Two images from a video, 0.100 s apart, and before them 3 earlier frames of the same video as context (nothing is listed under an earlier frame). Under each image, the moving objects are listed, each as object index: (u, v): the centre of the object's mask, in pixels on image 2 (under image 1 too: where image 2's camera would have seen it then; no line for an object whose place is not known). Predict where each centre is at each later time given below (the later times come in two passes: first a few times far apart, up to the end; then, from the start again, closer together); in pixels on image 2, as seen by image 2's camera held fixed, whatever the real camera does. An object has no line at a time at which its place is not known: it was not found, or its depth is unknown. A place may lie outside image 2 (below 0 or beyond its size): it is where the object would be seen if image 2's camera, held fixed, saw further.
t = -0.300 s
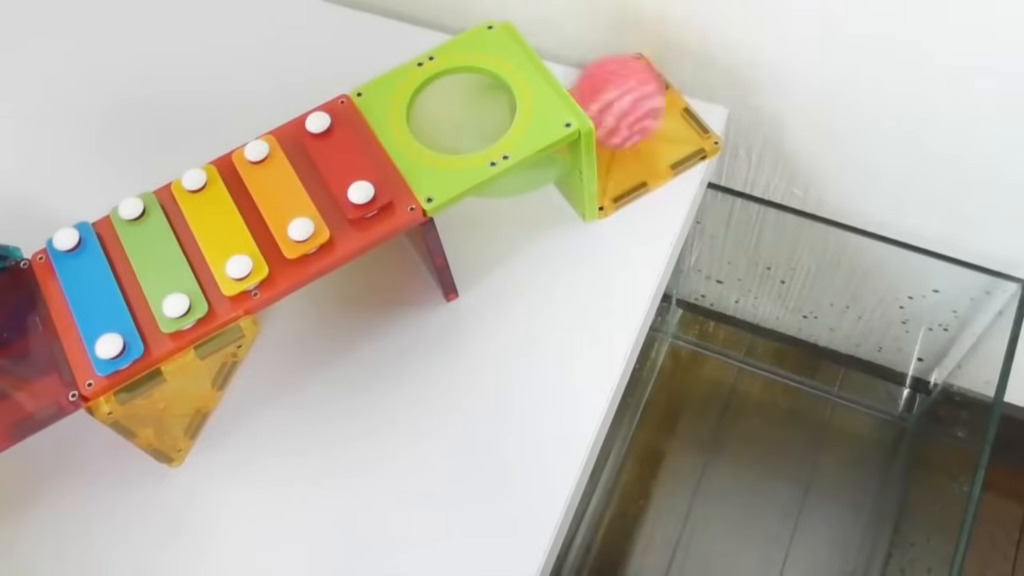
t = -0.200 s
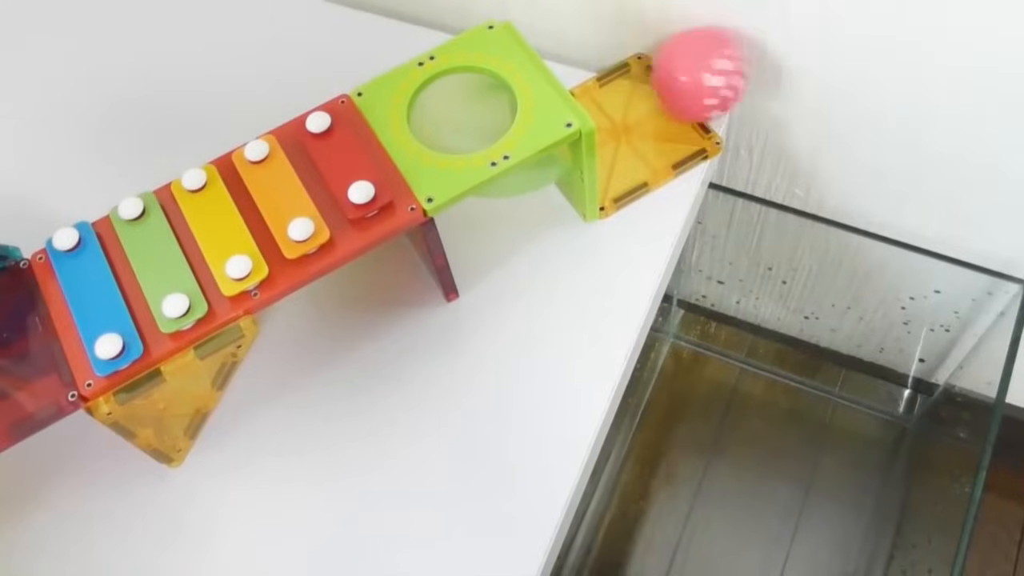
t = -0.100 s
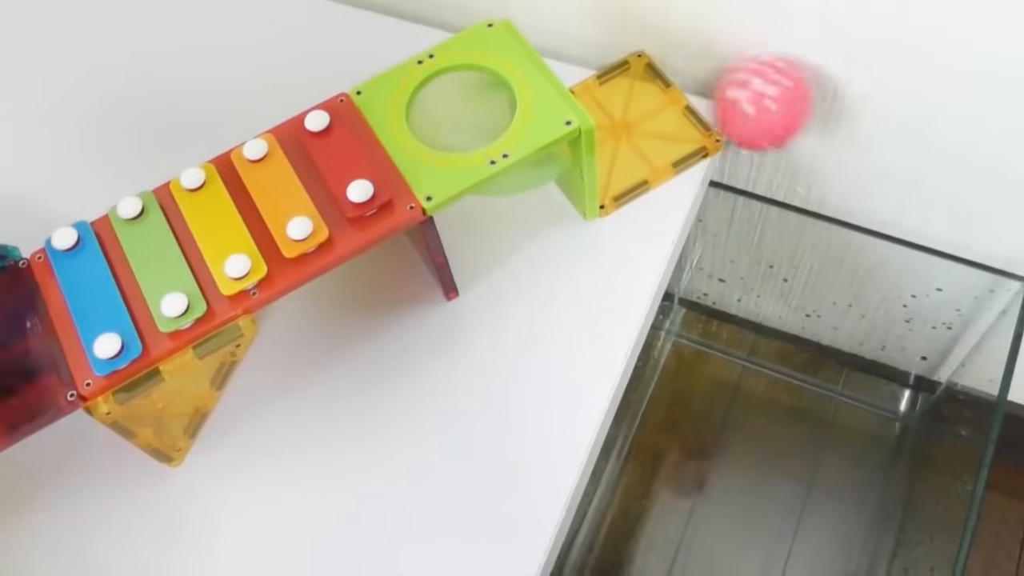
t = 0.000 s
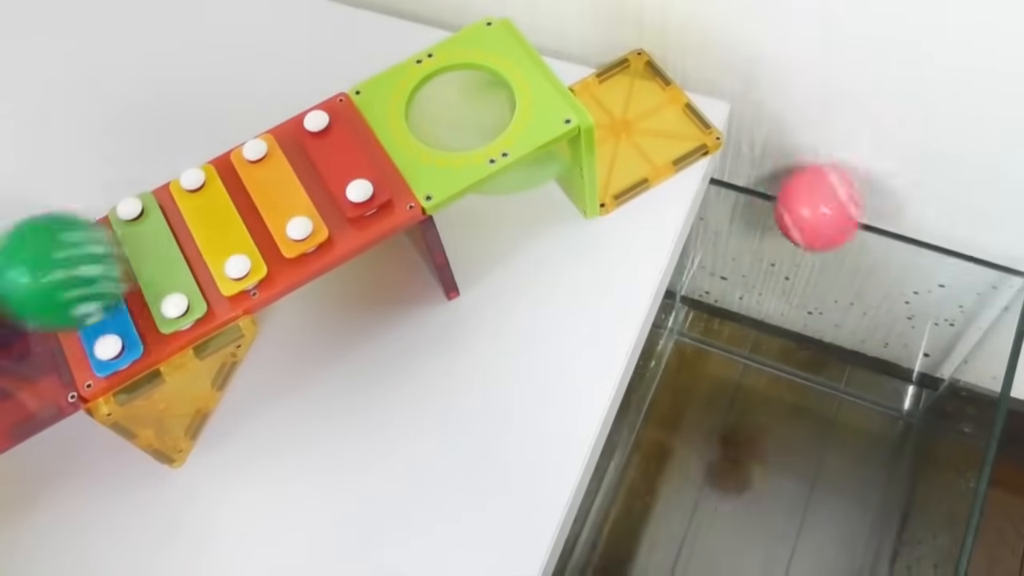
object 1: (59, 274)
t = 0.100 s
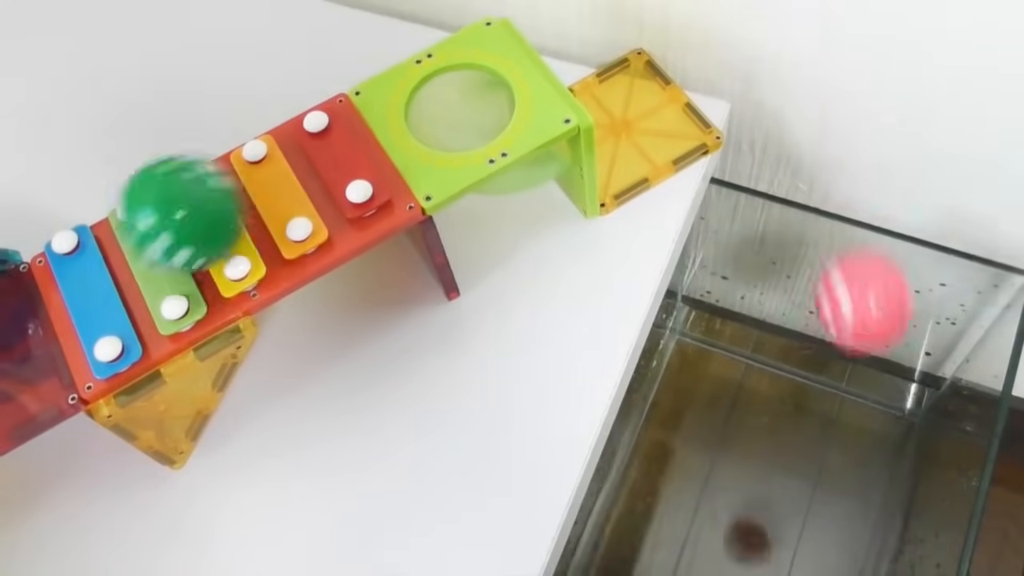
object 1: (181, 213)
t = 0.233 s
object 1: (315, 135)
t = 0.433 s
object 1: (448, 95)
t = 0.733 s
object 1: (606, 104)
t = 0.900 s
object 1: (727, 76)
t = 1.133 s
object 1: (849, 308)
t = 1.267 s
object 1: (853, 557)
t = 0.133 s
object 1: (217, 193)
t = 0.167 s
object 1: (254, 173)
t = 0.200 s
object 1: (286, 155)
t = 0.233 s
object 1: (315, 135)
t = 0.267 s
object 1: (341, 117)
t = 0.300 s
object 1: (371, 104)
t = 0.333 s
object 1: (399, 89)
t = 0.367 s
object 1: (429, 80)
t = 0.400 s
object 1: (460, 93)
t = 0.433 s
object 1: (448, 95)
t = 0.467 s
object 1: (448, 89)
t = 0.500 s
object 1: (459, 99)
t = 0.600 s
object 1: (464, 115)
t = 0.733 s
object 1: (606, 104)
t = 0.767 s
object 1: (627, 96)
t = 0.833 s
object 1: (684, 70)
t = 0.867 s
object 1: (706, 68)
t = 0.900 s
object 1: (727, 76)
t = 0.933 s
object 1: (747, 88)
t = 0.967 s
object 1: (773, 107)
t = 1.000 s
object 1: (794, 140)
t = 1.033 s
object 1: (809, 184)
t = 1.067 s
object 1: (823, 221)
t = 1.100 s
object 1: (837, 258)
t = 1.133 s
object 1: (849, 308)
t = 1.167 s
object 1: (858, 366)
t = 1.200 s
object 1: (862, 427)
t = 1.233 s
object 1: (861, 495)
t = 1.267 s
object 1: (853, 557)
